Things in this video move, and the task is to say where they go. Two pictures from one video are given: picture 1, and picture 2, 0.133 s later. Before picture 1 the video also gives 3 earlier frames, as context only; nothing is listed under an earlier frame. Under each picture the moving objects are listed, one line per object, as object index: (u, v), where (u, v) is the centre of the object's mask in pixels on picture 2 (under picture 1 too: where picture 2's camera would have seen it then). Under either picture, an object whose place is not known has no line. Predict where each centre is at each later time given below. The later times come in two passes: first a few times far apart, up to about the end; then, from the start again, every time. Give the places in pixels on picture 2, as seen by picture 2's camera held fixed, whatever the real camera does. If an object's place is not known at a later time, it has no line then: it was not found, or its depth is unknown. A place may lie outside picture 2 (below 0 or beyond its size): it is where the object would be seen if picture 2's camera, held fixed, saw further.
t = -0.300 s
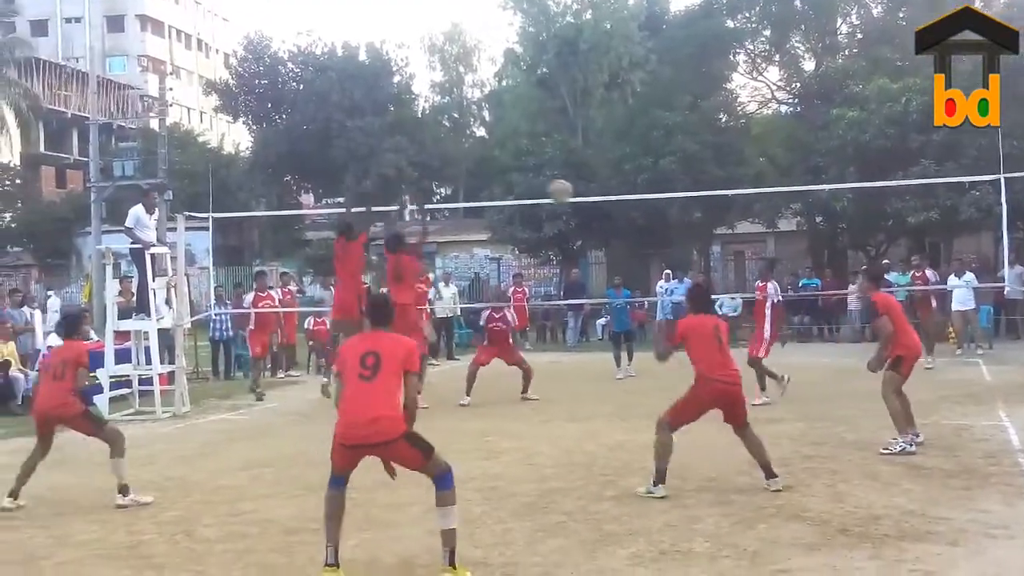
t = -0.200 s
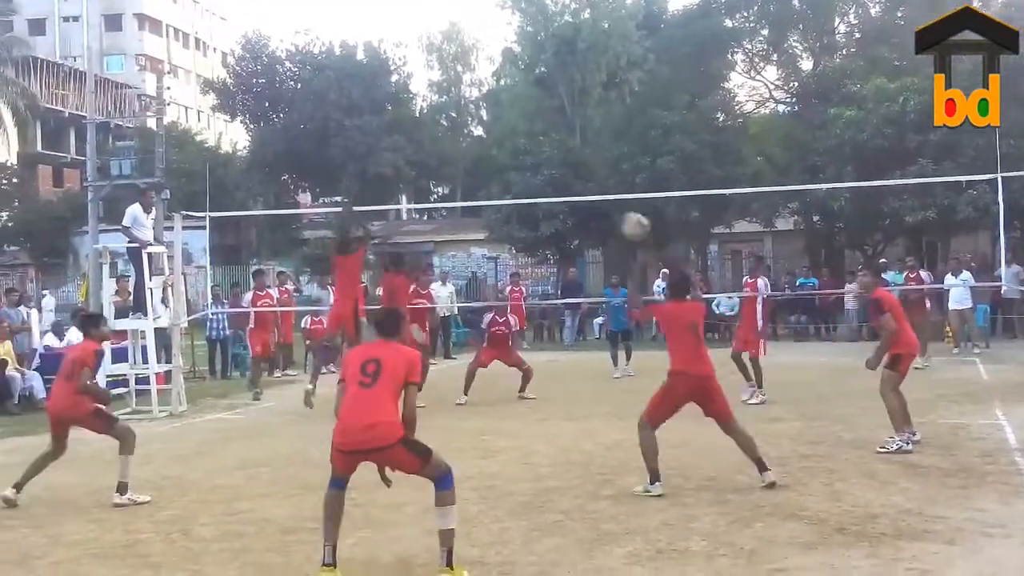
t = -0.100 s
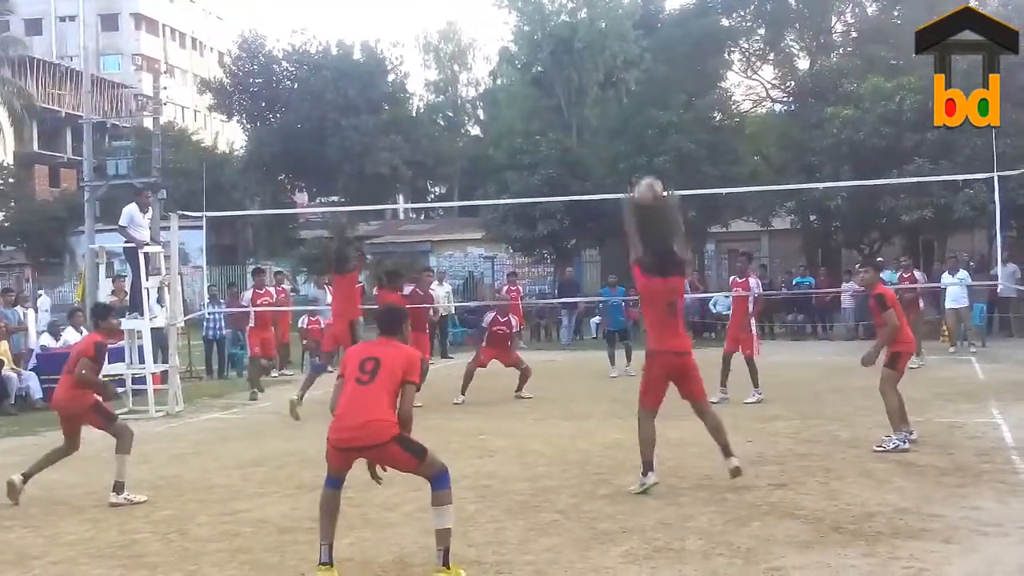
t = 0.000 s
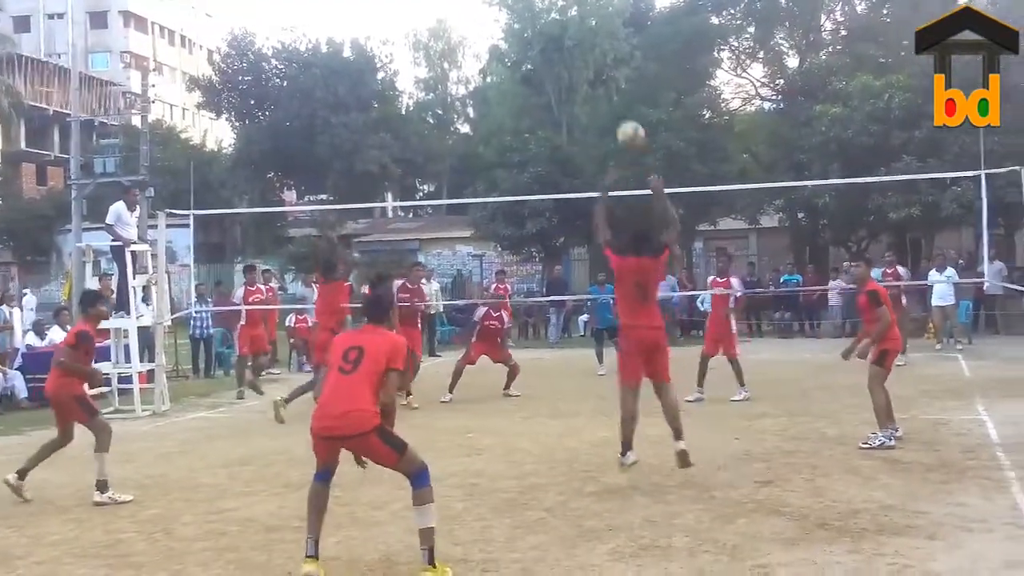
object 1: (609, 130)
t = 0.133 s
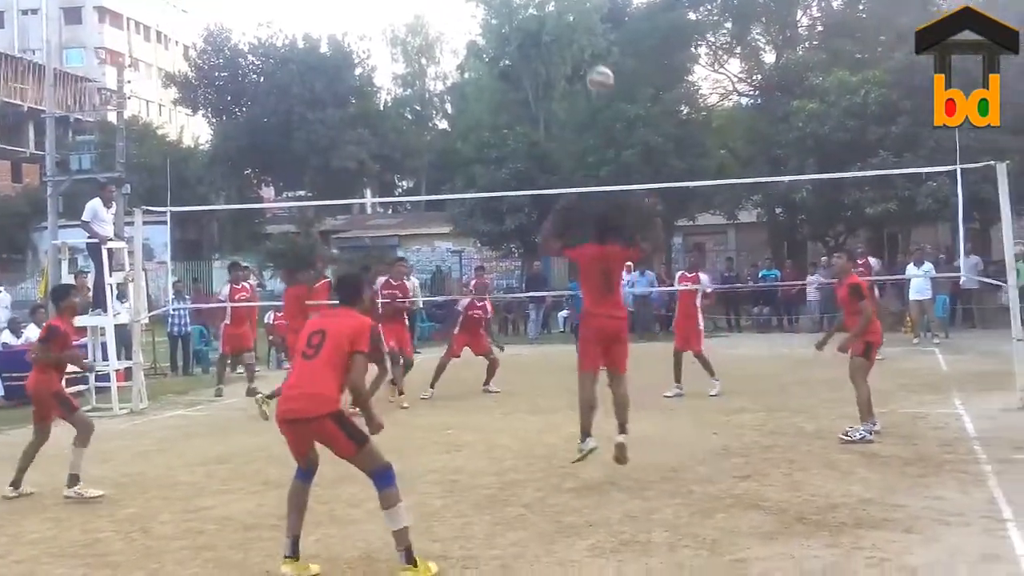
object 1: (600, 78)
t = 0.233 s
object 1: (593, 57)
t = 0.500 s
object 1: (580, 56)
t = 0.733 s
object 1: (572, 117)
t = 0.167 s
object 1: (597, 70)
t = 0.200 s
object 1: (596, 64)
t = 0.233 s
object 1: (593, 57)
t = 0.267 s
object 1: (592, 50)
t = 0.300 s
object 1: (590, 47)
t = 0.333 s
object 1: (589, 45)
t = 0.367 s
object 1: (588, 45)
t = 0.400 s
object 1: (586, 45)
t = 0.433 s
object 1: (585, 47)
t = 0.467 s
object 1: (583, 50)
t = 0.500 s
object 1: (580, 56)
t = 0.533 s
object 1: (579, 61)
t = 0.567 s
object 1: (578, 67)
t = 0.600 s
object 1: (577, 73)
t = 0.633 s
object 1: (576, 82)
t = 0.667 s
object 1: (574, 93)
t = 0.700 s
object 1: (573, 105)
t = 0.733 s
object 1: (572, 117)
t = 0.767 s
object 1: (571, 130)
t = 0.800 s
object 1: (570, 145)
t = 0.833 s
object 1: (569, 160)
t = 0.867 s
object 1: (569, 178)
